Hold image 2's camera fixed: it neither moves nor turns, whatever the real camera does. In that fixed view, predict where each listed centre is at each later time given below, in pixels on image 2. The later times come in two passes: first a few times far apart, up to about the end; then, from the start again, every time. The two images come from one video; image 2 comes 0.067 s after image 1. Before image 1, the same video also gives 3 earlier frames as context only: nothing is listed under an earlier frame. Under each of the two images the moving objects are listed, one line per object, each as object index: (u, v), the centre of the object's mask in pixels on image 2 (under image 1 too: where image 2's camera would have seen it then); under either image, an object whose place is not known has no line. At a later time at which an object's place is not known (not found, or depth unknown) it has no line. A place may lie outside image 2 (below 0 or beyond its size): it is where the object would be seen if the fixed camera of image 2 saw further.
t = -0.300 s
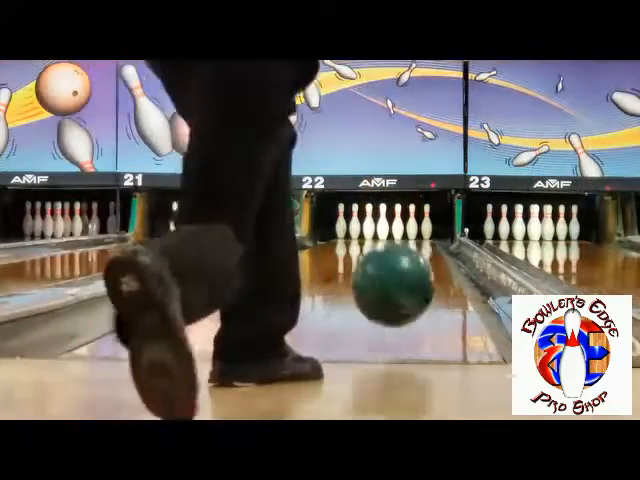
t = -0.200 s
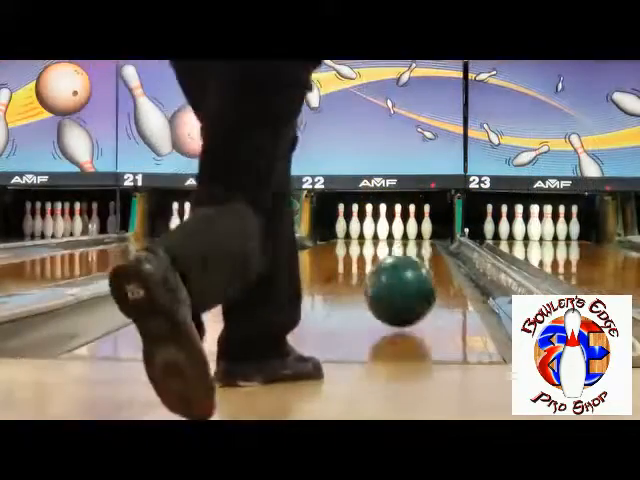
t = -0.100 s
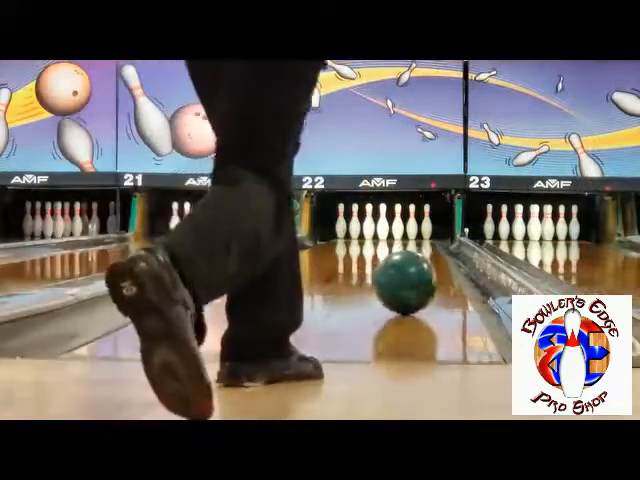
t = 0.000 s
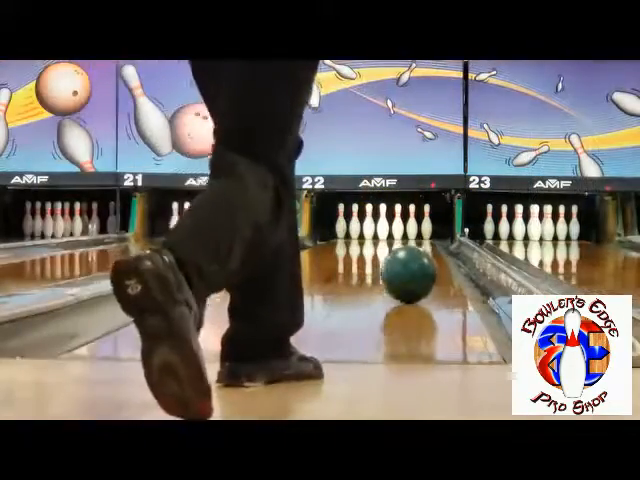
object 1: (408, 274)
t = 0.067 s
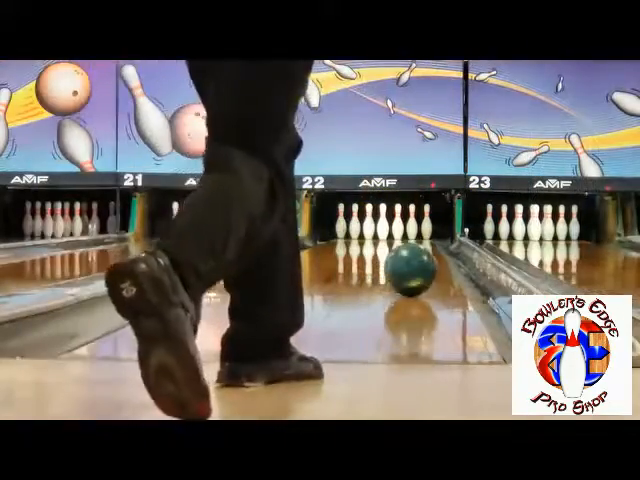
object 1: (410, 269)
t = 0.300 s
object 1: (412, 258)
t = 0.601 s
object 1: (413, 248)
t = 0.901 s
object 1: (411, 241)
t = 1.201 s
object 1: (408, 236)
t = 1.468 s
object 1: (403, 233)
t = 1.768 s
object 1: (392, 230)
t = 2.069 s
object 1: (388, 229)
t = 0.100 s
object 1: (410, 267)
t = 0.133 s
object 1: (410, 265)
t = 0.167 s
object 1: (411, 264)
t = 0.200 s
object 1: (411, 262)
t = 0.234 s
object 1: (412, 261)
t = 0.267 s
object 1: (412, 259)
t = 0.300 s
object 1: (412, 258)
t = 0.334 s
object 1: (413, 256)
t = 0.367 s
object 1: (413, 255)
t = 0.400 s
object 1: (413, 254)
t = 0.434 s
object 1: (413, 253)
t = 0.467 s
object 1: (413, 252)
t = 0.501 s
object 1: (414, 251)
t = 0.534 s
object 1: (414, 250)
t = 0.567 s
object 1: (414, 250)
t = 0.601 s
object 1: (413, 248)
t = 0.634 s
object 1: (413, 248)
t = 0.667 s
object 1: (413, 247)
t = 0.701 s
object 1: (413, 246)
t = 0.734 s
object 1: (412, 245)
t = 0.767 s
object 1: (412, 244)
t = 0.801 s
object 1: (412, 243)
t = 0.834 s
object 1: (412, 242)
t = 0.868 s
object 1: (412, 242)
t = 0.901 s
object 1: (411, 241)
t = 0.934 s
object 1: (411, 240)
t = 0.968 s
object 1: (411, 240)
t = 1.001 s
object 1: (411, 239)
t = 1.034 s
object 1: (410, 239)
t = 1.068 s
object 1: (410, 238)
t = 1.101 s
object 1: (409, 237)
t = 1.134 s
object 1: (409, 237)
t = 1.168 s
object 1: (409, 236)
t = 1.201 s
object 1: (408, 236)
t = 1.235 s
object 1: (408, 235)
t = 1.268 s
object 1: (408, 235)
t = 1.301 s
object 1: (407, 235)
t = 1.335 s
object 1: (406, 234)
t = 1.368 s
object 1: (405, 234)
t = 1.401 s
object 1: (405, 234)
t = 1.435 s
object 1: (404, 233)
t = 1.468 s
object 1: (403, 233)
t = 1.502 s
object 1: (402, 233)
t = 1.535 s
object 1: (401, 233)
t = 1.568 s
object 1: (400, 233)
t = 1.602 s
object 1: (399, 233)
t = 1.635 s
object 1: (398, 232)
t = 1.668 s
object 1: (397, 231)
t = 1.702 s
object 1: (395, 231)
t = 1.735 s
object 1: (393, 230)
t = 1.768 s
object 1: (392, 230)
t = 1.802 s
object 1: (390, 230)
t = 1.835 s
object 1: (390, 230)
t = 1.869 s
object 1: (391, 230)
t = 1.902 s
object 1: (390, 229)
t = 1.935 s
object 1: (389, 230)
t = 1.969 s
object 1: (389, 230)
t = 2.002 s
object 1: (389, 230)
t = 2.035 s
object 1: (389, 228)
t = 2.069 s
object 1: (388, 229)
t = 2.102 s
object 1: (388, 229)
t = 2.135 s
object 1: (387, 229)
